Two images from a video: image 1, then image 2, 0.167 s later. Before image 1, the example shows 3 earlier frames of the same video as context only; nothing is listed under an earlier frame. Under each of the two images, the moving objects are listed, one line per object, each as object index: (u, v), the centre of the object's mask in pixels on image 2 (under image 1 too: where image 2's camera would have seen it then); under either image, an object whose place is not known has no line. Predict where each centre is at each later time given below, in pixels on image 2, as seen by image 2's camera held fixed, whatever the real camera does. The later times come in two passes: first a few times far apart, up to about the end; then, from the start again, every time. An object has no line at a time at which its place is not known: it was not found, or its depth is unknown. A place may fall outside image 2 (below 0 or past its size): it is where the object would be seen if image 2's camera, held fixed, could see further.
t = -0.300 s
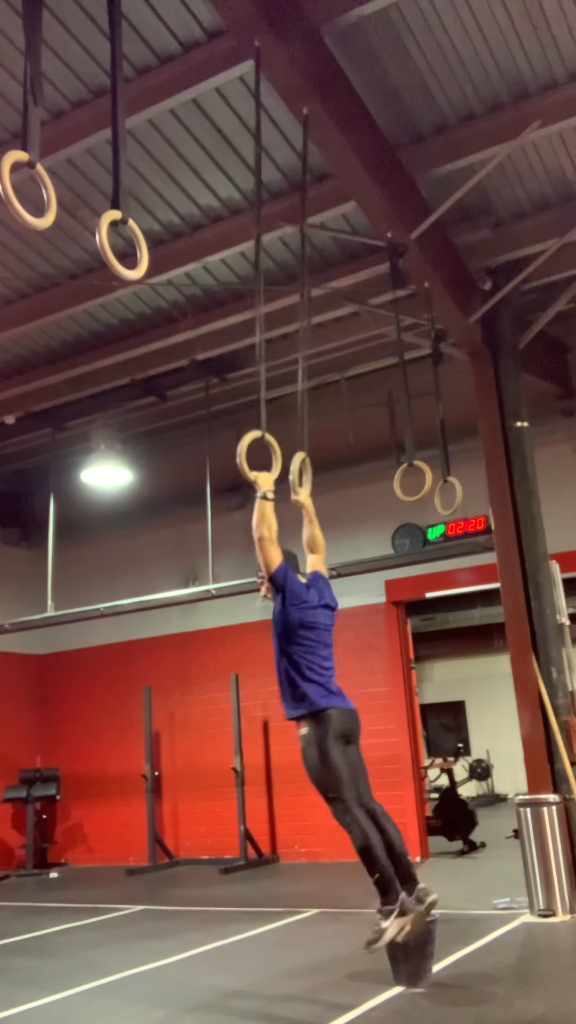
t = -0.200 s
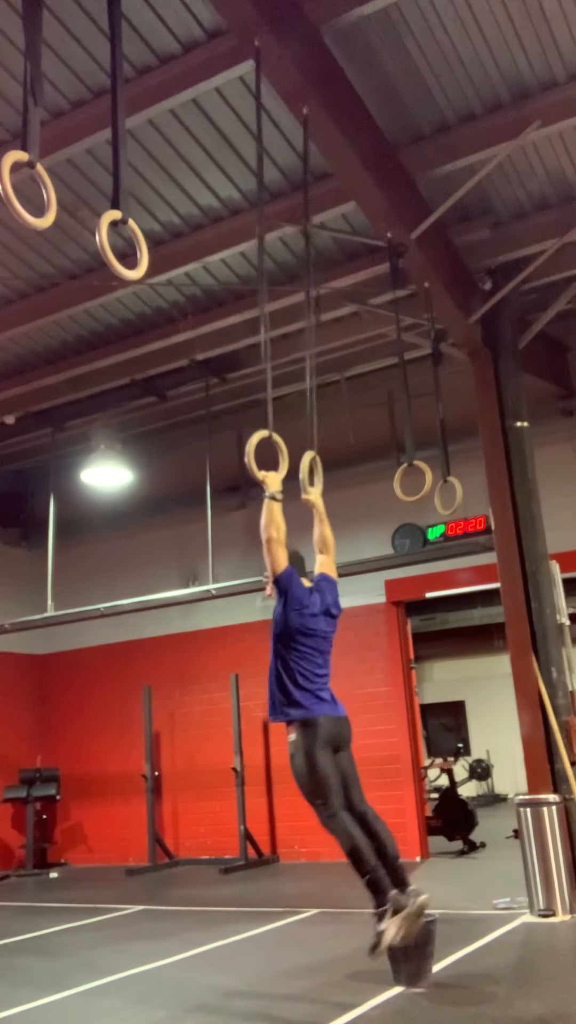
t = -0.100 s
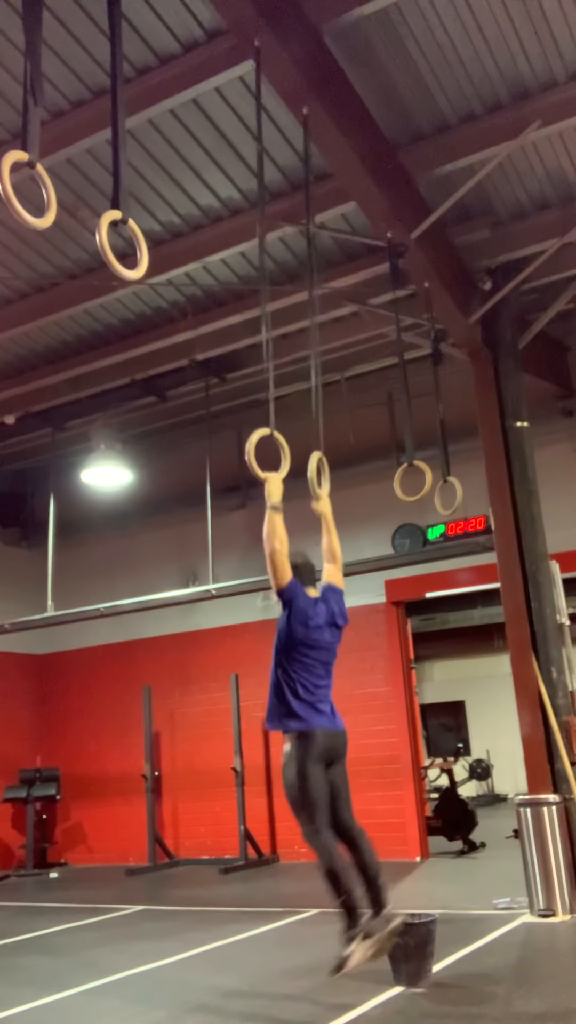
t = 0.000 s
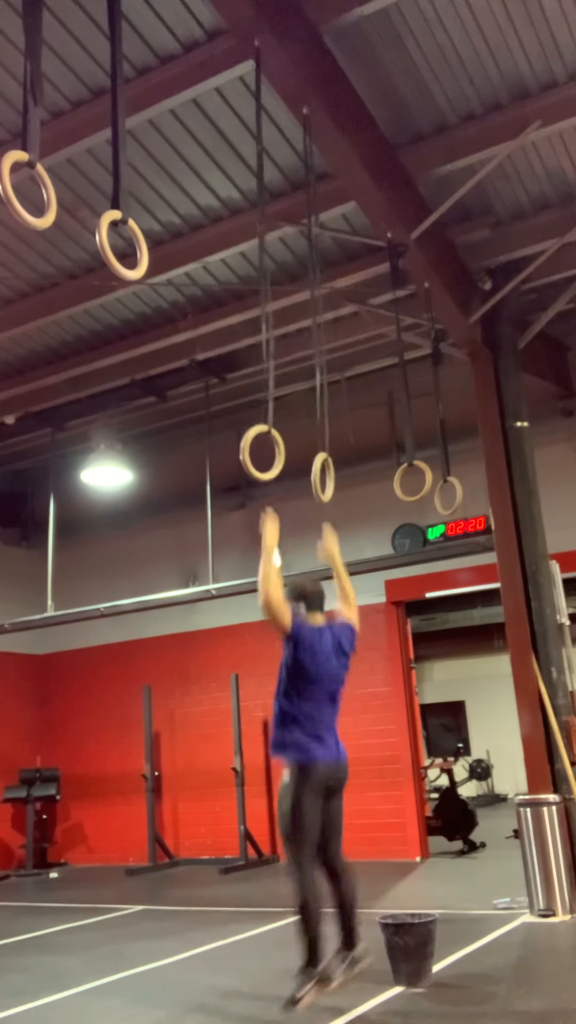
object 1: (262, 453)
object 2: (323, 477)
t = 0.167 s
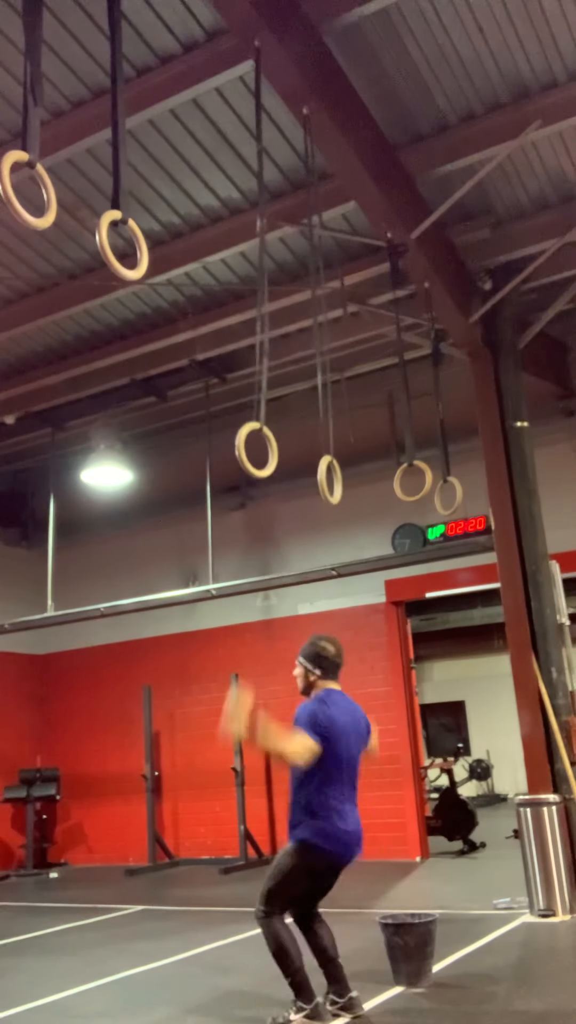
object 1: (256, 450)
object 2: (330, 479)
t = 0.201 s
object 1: (256, 449)
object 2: (331, 480)
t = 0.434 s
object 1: (259, 444)
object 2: (341, 480)
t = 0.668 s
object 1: (271, 439)
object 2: (349, 478)
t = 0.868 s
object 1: (284, 436)
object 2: (351, 474)
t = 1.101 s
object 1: (300, 436)
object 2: (349, 468)
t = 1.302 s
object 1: (311, 437)
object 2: (343, 462)
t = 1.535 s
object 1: (316, 441)
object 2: (342, 459)
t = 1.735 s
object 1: (312, 447)
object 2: (334, 456)
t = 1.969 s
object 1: (302, 450)
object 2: (327, 459)
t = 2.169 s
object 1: (290, 452)
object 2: (325, 464)
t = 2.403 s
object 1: (275, 453)
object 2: (315, 472)
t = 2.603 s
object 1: (264, 451)
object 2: (321, 476)
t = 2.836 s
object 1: (259, 448)
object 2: (332, 479)
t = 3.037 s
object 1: (262, 445)
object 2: (341, 478)
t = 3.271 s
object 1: (272, 442)
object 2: (348, 476)
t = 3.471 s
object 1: (285, 440)
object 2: (351, 472)
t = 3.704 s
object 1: (300, 440)
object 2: (349, 467)
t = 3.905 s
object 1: (310, 440)
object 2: (344, 462)
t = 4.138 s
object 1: (313, 442)
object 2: (335, 459)
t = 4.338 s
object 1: (308, 442)
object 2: (328, 460)
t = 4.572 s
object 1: (296, 445)
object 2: (321, 465)
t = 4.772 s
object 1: (283, 446)
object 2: (319, 470)
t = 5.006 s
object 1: (269, 447)
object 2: (321, 475)
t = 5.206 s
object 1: (262, 447)
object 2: (325, 477)
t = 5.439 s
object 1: (261, 448)
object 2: (332, 478)
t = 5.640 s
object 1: (267, 448)
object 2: (338, 476)
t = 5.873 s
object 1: (280, 448)
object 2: (343, 472)
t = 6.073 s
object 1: (292, 447)
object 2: (345, 468)
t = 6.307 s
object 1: (304, 445)
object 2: (345, 463)
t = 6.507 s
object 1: (310, 444)
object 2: (342, 461)
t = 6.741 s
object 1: (312, 443)
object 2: (340, 465)
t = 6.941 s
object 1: (306, 443)
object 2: (334, 468)
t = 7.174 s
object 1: (294, 444)
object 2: (323, 466)
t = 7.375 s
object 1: (283, 445)
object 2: (321, 471)
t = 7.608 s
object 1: (271, 447)
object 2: (322, 475)
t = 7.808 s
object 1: (265, 448)
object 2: (325, 477)
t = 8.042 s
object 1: (265, 450)
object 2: (331, 477)
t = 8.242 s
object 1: (270, 449)
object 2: (336, 475)
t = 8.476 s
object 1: (281, 449)
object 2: (341, 471)
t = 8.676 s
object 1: (292, 447)
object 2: (344, 467)
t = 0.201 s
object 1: (256, 449)
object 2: (331, 480)
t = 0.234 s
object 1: (256, 449)
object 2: (333, 480)
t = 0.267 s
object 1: (256, 448)
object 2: (334, 480)
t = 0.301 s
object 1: (256, 447)
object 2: (336, 480)
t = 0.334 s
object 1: (257, 446)
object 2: (337, 480)
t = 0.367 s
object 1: (257, 445)
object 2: (339, 480)
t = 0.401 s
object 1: (258, 444)
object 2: (340, 480)
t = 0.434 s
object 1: (259, 444)
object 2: (341, 480)
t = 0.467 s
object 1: (261, 443)
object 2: (343, 480)
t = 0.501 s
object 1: (262, 442)
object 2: (344, 479)
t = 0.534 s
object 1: (264, 441)
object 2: (345, 479)
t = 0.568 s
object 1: (265, 441)
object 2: (346, 479)
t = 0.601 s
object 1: (267, 440)
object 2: (347, 479)
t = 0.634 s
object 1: (269, 439)
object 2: (348, 478)
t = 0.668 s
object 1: (271, 439)
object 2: (349, 478)
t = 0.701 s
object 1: (273, 438)
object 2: (350, 477)
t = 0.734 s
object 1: (275, 438)
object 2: (350, 477)
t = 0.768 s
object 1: (277, 437)
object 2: (351, 476)
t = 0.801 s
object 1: (279, 437)
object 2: (351, 476)
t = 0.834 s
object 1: (282, 436)
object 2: (351, 475)
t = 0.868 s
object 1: (284, 436)
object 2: (351, 474)
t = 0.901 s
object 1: (286, 436)
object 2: (351, 474)
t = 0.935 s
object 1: (288, 436)
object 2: (351, 473)
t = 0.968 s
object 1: (291, 435)
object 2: (351, 472)
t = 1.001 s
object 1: (293, 435)
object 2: (351, 471)
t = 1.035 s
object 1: (296, 435)
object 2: (350, 470)
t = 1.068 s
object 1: (298, 436)
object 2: (349, 469)
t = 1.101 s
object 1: (300, 436)
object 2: (349, 468)
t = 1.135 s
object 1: (302, 436)
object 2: (348, 467)
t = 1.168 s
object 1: (304, 436)
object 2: (347, 466)
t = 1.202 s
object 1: (306, 437)
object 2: (346, 465)
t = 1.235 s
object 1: (308, 437)
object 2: (345, 464)
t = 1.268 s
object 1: (310, 437)
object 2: (344, 463)
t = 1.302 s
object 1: (311, 437)
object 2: (343, 462)
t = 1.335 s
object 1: (312, 438)
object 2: (342, 462)
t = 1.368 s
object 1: (313, 438)
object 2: (341, 461)
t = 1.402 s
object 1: (313, 438)
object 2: (340, 460)
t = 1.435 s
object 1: (315, 439)
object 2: (340, 460)
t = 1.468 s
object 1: (316, 440)
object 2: (345, 459)
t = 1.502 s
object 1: (316, 441)
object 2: (344, 459)
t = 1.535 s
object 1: (316, 441)
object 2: (342, 459)
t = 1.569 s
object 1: (316, 443)
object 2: (341, 459)
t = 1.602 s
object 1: (316, 444)
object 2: (340, 459)
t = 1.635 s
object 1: (315, 445)
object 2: (338, 457)
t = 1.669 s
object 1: (314, 446)
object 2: (337, 457)
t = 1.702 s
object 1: (313, 447)
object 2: (335, 458)
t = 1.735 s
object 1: (312, 447)
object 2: (334, 456)
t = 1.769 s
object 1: (311, 448)
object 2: (333, 457)
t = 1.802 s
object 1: (310, 449)
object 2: (332, 458)
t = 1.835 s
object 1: (309, 449)
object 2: (331, 457)
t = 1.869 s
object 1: (307, 450)
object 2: (330, 460)
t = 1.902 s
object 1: (306, 450)
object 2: (329, 459)
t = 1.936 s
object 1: (304, 450)
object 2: (329, 461)
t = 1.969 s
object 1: (302, 450)
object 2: (327, 459)
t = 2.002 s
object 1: (300, 450)
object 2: (327, 460)
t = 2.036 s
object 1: (298, 451)
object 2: (327, 463)
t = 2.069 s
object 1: (296, 451)
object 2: (326, 464)
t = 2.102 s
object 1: (294, 451)
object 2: (326, 463)
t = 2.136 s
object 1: (292, 452)
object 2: (326, 465)
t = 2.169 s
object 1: (290, 452)
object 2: (325, 464)
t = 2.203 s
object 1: (288, 452)
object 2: (316, 466)
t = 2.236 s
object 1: (285, 452)
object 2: (315, 467)
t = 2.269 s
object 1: (283, 452)
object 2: (315, 468)
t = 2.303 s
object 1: (281, 452)
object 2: (314, 469)
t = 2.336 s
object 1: (279, 453)
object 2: (314, 470)
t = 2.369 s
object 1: (277, 453)
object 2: (315, 471)
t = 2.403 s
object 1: (275, 453)
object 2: (315, 472)
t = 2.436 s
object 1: (273, 452)
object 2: (316, 473)
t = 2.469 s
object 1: (271, 452)
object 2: (317, 474)
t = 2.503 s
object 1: (269, 452)
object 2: (318, 474)
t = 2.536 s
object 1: (267, 452)
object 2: (319, 475)
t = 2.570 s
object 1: (266, 451)
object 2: (320, 476)
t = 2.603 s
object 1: (264, 451)
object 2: (321, 476)
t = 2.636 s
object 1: (263, 451)
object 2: (323, 477)
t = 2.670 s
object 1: (262, 450)
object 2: (324, 477)
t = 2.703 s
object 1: (261, 450)
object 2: (326, 478)
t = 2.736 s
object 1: (260, 449)
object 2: (327, 478)
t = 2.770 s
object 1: (260, 449)
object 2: (329, 478)
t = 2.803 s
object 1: (259, 449)
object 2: (330, 478)
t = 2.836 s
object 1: (259, 448)
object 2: (332, 479)
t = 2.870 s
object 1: (259, 448)
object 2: (333, 479)
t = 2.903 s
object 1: (260, 447)
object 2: (335, 479)
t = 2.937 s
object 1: (260, 447)
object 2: (336, 479)
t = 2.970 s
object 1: (260, 446)
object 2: (338, 479)
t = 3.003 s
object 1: (261, 446)
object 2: (329, 482)
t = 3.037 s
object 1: (262, 445)
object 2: (341, 478)
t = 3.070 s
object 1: (263, 444)
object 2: (351, 477)
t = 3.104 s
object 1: (264, 444)
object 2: (343, 478)
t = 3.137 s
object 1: (266, 444)
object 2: (353, 474)
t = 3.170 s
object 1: (267, 444)
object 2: (345, 477)
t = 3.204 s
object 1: (269, 443)
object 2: (346, 477)
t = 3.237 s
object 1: (271, 443)
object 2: (347, 476)
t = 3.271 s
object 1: (272, 442)
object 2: (348, 476)
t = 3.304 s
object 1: (274, 442)
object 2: (349, 476)
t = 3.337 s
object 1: (276, 441)
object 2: (349, 475)
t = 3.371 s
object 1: (279, 441)
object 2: (350, 474)
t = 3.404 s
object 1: (281, 441)
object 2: (350, 474)
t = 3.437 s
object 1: (283, 440)
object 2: (351, 473)
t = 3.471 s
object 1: (285, 440)
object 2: (351, 472)
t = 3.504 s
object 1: (287, 440)
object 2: (351, 472)
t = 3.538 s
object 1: (289, 440)
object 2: (351, 471)
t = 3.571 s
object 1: (292, 440)
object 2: (351, 470)
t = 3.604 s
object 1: (294, 439)
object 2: (351, 469)
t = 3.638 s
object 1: (296, 440)
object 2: (350, 469)
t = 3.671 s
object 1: (298, 440)
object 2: (350, 468)
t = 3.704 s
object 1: (300, 440)
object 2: (349, 467)
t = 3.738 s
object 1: (302, 440)
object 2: (349, 466)
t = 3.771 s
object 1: (304, 440)
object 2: (348, 465)
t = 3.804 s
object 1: (306, 440)
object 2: (347, 465)
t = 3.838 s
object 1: (307, 440)
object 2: (346, 464)
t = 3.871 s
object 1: (309, 440)
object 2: (345, 463)
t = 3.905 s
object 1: (310, 440)
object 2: (344, 462)
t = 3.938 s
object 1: (311, 441)
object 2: (343, 461)
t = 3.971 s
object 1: (312, 441)
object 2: (341, 461)
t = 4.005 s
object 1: (313, 441)
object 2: (340, 460)
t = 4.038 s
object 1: (313, 441)
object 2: (339, 459)
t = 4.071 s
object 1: (313, 441)
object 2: (338, 459)
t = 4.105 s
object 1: (314, 442)
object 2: (336, 459)
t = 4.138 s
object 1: (313, 442)
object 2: (335, 459)
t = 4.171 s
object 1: (313, 442)
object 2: (334, 458)
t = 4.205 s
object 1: (312, 442)
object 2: (333, 458)
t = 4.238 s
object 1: (311, 441)
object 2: (331, 458)
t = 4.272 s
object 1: (310, 441)
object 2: (330, 459)
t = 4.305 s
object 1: (309, 442)
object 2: (329, 459)
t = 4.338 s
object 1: (308, 442)
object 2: (328, 460)
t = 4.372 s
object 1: (307, 443)
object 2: (326, 460)
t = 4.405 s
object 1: (306, 444)
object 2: (325, 461)
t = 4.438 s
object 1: (304, 444)
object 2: (324, 462)
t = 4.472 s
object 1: (302, 444)
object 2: (323, 463)
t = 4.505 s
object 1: (300, 444)
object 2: (322, 463)
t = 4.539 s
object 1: (298, 445)
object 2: (322, 464)
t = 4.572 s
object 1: (296, 445)
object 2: (321, 465)
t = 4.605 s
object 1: (294, 445)
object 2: (321, 466)
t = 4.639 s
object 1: (292, 445)
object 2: (320, 467)
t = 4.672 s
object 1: (290, 445)
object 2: (320, 468)
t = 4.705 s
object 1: (288, 446)
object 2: (320, 469)
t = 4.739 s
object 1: (285, 446)
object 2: (319, 470)
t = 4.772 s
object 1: (283, 446)
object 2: (319, 470)
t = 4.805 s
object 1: (281, 446)
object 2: (319, 471)
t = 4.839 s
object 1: (279, 446)
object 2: (319, 472)
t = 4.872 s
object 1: (277, 446)
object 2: (320, 473)
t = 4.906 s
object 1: (275, 446)
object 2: (320, 474)
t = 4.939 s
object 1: (273, 447)
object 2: (320, 474)
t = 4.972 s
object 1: (271, 447)
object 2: (321, 475)
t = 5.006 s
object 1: (269, 447)
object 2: (321, 475)
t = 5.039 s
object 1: (268, 447)
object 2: (321, 476)
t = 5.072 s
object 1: (266, 447)
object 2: (322, 476)
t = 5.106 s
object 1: (265, 447)
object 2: (323, 477)
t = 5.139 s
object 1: (264, 447)
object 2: (324, 477)
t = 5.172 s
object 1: (263, 447)
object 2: (324, 477)
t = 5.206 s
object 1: (262, 447)
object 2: (325, 477)
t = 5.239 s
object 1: (261, 447)
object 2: (326, 478)
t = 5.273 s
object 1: (260, 448)
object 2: (327, 478)
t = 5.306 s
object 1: (260, 447)
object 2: (328, 478)
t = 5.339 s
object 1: (260, 447)
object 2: (329, 478)
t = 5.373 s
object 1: (260, 448)
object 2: (330, 478)
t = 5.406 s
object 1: (260, 448)
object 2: (331, 478)
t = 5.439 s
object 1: (261, 448)
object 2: (332, 478)
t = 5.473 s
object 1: (261, 448)
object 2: (333, 478)
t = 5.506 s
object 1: (262, 448)
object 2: (334, 478)
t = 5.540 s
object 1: (263, 448)
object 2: (335, 477)
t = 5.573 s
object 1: (265, 448)
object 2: (336, 477)
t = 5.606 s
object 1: (266, 448)
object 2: (337, 477)
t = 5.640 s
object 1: (267, 448)
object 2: (338, 476)
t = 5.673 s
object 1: (269, 448)
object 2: (339, 476)
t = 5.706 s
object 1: (270, 448)
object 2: (339, 475)
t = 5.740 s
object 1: (272, 448)
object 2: (340, 475)
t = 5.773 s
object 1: (274, 448)
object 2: (341, 474)
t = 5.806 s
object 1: (276, 448)
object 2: (342, 474)
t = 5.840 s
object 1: (278, 448)
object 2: (342, 473)
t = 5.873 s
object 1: (280, 448)
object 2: (343, 472)
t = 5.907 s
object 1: (282, 448)
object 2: (343, 472)
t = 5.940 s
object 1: (284, 447)
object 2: (344, 471)
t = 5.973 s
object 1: (286, 447)
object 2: (344, 471)
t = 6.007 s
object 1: (288, 447)
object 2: (345, 470)
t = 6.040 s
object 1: (290, 447)
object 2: (345, 469)
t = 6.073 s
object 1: (292, 447)
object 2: (345, 468)
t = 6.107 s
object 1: (294, 447)
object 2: (345, 468)
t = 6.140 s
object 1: (296, 447)
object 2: (345, 467)
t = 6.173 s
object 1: (298, 446)
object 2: (345, 466)
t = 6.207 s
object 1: (300, 446)
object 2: (345, 465)
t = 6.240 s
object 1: (301, 446)
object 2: (345, 464)
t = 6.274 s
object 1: (303, 446)
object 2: (345, 464)
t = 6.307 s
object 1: (304, 445)
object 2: (345, 463)
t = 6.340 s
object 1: (306, 445)
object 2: (344, 462)
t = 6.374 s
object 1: (307, 445)
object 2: (344, 462)
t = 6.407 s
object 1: (308, 445)
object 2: (343, 461)
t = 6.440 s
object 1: (309, 444)
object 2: (343, 461)
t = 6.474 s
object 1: (309, 444)
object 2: (342, 460)
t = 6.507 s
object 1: (310, 444)
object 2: (342, 461)
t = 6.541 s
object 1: (311, 443)
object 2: (341, 461)
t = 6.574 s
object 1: (311, 443)
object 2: (341, 461)
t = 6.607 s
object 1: (312, 443)
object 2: (341, 462)
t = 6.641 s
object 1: (312, 443)
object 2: (343, 463)
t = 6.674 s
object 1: (312, 443)
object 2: (343, 464)
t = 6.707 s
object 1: (312, 443)
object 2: (341, 463)
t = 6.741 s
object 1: (312, 443)
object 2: (340, 465)
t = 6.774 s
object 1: (311, 443)
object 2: (339, 466)
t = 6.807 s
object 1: (311, 443)
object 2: (338, 466)
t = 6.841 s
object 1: (310, 443)
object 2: (337, 467)
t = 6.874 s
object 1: (309, 443)
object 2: (336, 467)
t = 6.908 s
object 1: (308, 443)
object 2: (334, 466)
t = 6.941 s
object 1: (306, 443)
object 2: (334, 468)
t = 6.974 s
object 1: (305, 443)
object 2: (332, 468)
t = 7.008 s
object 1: (303, 443)
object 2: (331, 469)
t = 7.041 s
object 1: (302, 443)
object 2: (330, 468)
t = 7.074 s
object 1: (300, 443)
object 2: (327, 468)
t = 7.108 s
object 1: (297, 443)
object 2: (326, 467)
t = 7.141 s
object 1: (296, 444)
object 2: (324, 466)
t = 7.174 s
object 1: (294, 444)
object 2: (323, 466)
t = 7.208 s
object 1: (292, 444)
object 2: (323, 468)
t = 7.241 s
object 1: (290, 444)
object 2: (323, 468)
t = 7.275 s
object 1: (289, 445)
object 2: (322, 469)
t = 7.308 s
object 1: (287, 445)
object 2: (322, 470)
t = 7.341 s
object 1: (284, 445)
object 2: (322, 470)
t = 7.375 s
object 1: (283, 445)
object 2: (321, 471)
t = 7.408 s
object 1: (281, 446)
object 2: (321, 472)
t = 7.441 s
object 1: (279, 446)
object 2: (321, 472)
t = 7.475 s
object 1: (277, 446)
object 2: (321, 473)
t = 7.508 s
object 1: (275, 446)
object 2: (321, 474)
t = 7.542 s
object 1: (274, 447)
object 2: (321, 474)
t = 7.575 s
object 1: (272, 447)
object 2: (322, 475)
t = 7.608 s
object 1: (271, 447)
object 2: (322, 475)
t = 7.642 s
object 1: (269, 447)
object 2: (322, 475)
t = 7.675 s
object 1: (268, 448)
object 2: (323, 476)
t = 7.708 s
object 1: (267, 448)
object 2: (323, 476)
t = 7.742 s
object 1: (266, 448)
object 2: (324, 476)
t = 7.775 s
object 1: (266, 448)
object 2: (324, 476)
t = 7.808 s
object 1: (265, 448)
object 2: (325, 477)
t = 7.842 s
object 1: (265, 449)
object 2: (326, 477)
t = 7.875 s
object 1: (264, 449)
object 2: (327, 477)
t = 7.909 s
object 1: (264, 449)
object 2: (327, 477)
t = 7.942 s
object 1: (264, 449)
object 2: (328, 477)
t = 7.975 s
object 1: (264, 449)
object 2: (329, 477)
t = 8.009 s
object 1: (265, 449)
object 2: (330, 477)
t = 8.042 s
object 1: (265, 450)
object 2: (331, 477)
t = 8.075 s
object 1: (266, 449)
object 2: (332, 477)
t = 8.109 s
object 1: (266, 449)
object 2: (332, 476)
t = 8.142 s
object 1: (267, 449)
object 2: (333, 476)
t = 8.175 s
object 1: (268, 449)
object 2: (334, 476)
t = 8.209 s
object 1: (269, 449)
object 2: (335, 475)
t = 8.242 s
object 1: (270, 449)
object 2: (336, 475)
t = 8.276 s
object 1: (272, 449)
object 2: (337, 474)
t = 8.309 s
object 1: (273, 449)
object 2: (337, 474)
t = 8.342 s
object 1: (275, 449)
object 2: (338, 474)
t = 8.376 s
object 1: (276, 449)
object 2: (339, 473)
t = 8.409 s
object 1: (278, 449)
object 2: (340, 473)
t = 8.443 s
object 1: (279, 449)
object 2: (340, 472)
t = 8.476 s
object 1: (281, 449)
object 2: (341, 471)
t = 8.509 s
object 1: (283, 449)
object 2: (341, 471)
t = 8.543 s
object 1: (285, 448)
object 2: (342, 470)
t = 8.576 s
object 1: (287, 448)
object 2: (342, 469)
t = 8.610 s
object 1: (288, 448)
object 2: (343, 468)
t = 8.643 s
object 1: (290, 447)
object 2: (343, 468)
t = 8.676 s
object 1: (292, 447)
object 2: (344, 467)
